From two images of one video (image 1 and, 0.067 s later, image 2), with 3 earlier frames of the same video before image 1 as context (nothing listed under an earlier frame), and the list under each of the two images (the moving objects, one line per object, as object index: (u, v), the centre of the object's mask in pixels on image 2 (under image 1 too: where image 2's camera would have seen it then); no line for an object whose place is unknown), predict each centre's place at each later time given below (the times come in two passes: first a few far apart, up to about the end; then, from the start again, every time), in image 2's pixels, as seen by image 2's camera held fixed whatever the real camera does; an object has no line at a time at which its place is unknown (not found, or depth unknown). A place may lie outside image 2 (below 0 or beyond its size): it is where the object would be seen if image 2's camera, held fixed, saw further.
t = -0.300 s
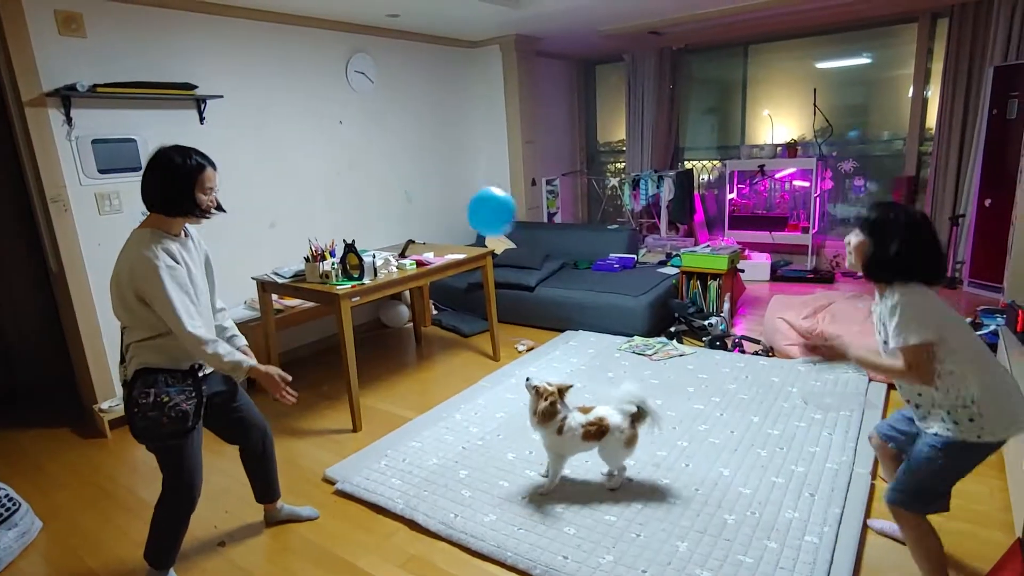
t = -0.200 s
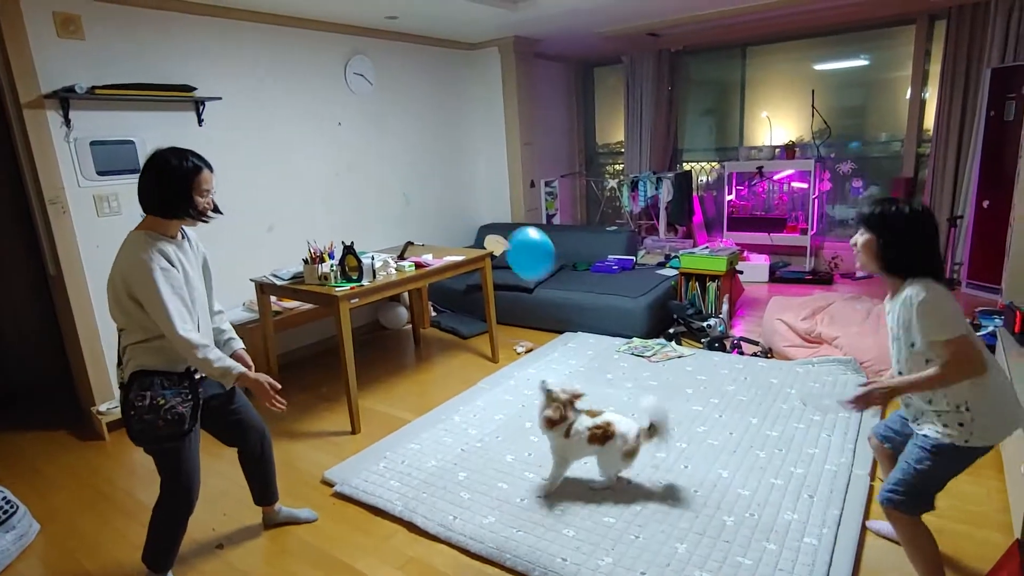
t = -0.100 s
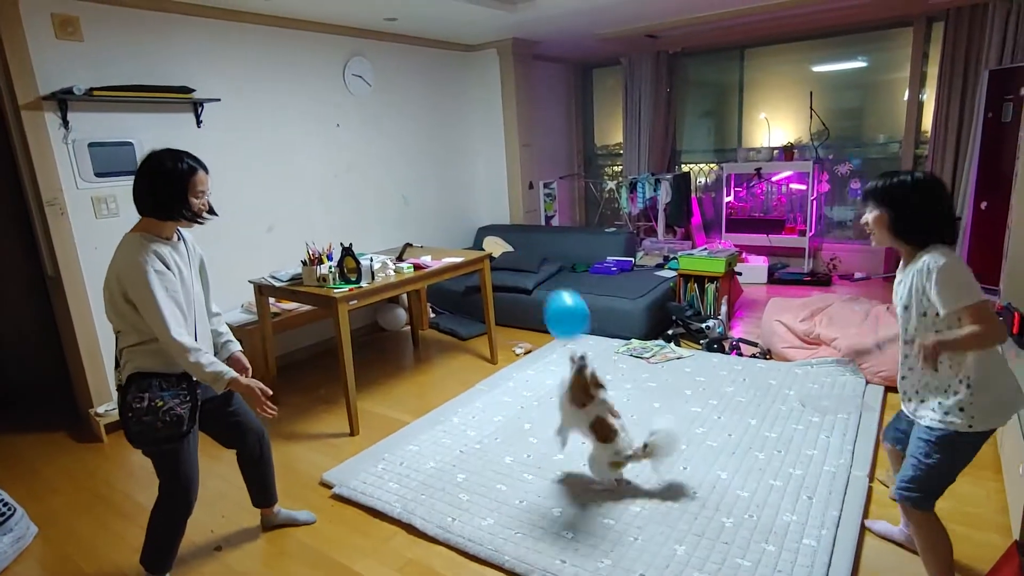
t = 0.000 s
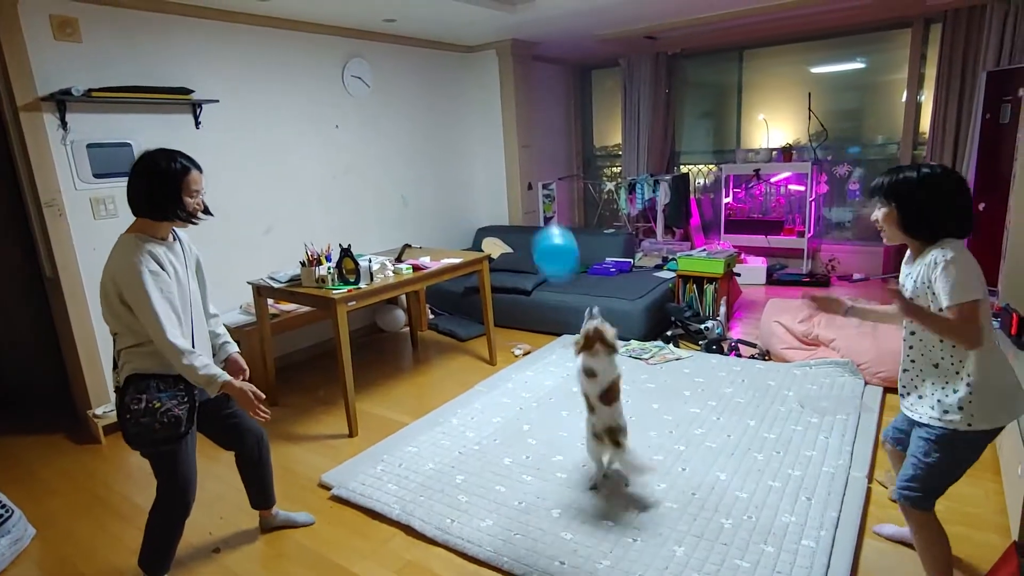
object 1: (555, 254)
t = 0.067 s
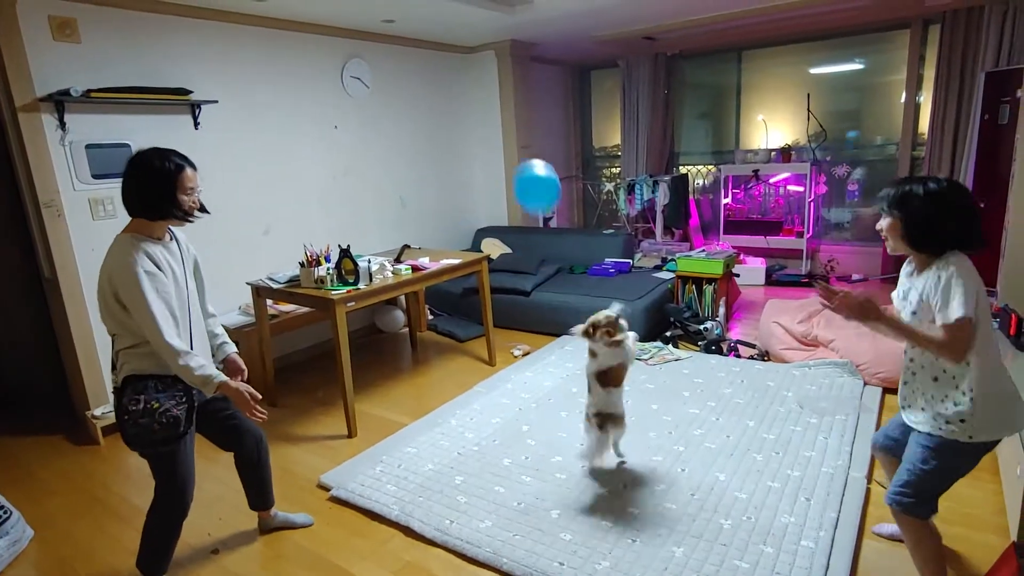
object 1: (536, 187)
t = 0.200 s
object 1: (501, 82)
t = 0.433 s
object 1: (438, 16)
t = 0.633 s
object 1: (398, 78)
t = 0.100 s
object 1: (528, 157)
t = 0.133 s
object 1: (519, 130)
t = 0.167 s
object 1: (510, 104)
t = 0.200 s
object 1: (501, 82)
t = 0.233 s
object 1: (491, 63)
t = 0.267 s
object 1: (482, 47)
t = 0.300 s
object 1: (472, 33)
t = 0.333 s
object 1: (463, 23)
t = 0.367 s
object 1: (454, 18)
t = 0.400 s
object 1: (446, 16)
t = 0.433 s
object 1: (438, 16)
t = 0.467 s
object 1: (430, 18)
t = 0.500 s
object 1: (423, 22)
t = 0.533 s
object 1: (416, 30)
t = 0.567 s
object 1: (410, 43)
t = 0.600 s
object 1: (404, 59)
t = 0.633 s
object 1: (398, 78)
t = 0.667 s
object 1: (393, 101)
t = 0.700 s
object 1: (388, 126)
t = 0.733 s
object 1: (384, 155)
